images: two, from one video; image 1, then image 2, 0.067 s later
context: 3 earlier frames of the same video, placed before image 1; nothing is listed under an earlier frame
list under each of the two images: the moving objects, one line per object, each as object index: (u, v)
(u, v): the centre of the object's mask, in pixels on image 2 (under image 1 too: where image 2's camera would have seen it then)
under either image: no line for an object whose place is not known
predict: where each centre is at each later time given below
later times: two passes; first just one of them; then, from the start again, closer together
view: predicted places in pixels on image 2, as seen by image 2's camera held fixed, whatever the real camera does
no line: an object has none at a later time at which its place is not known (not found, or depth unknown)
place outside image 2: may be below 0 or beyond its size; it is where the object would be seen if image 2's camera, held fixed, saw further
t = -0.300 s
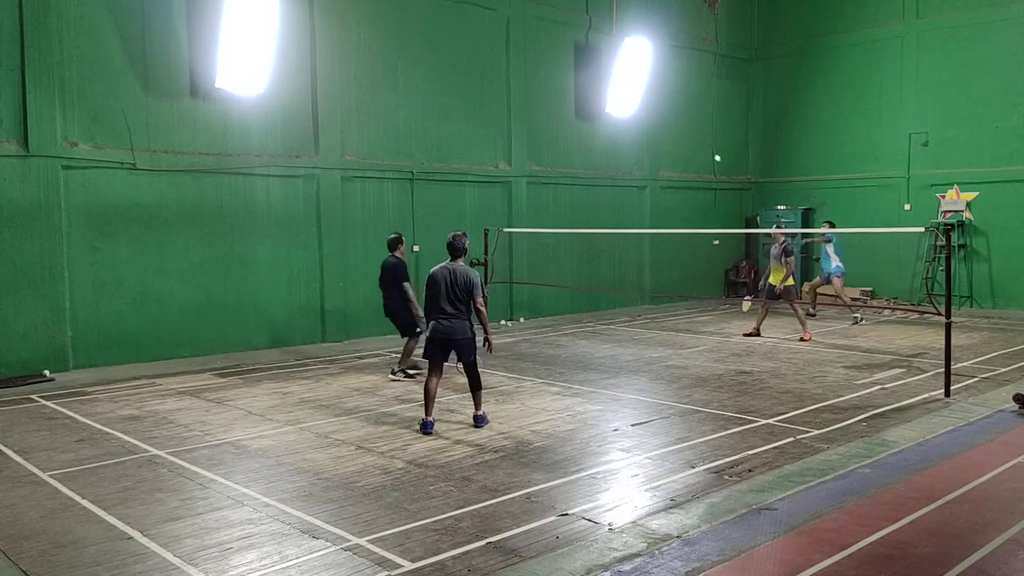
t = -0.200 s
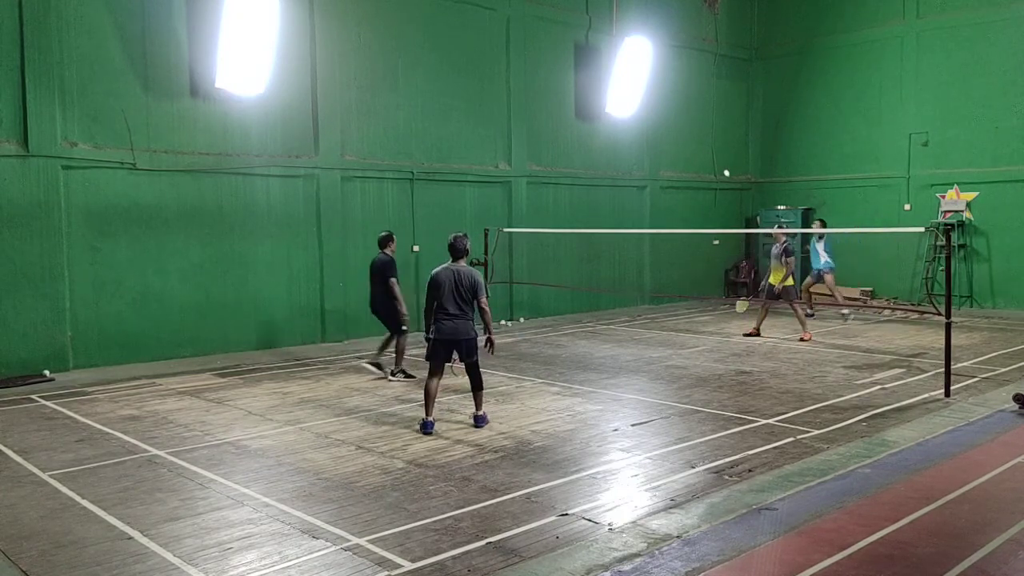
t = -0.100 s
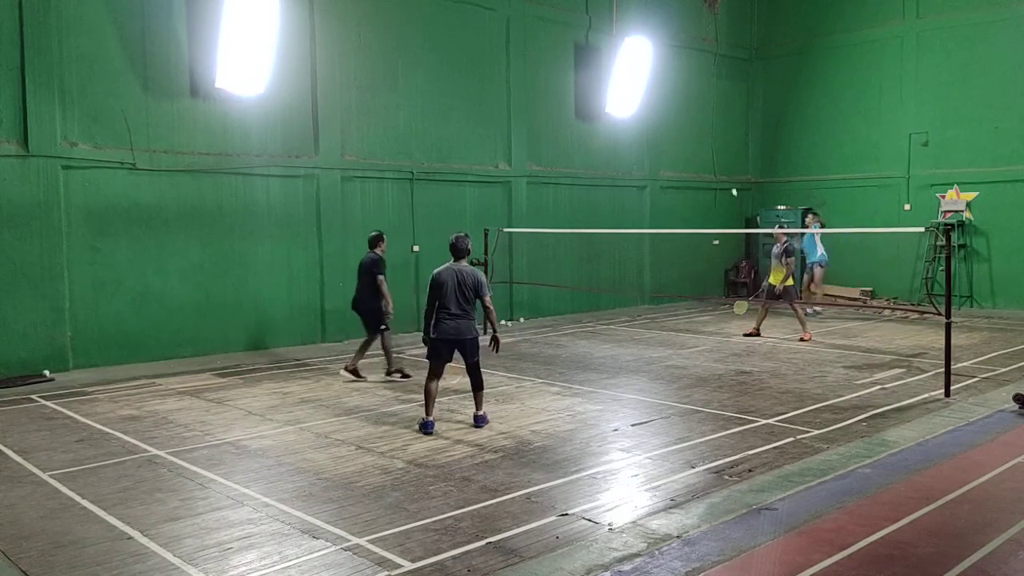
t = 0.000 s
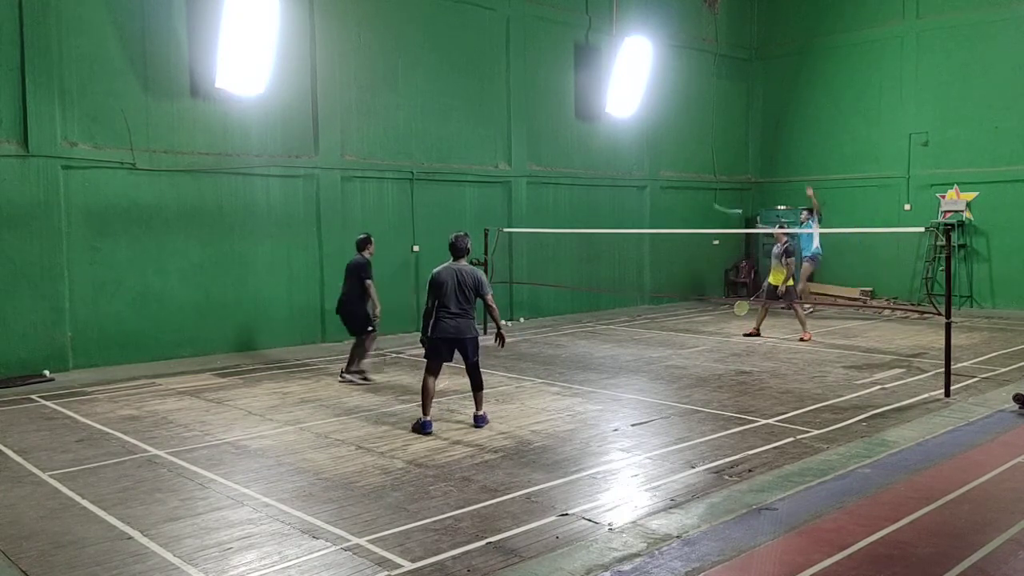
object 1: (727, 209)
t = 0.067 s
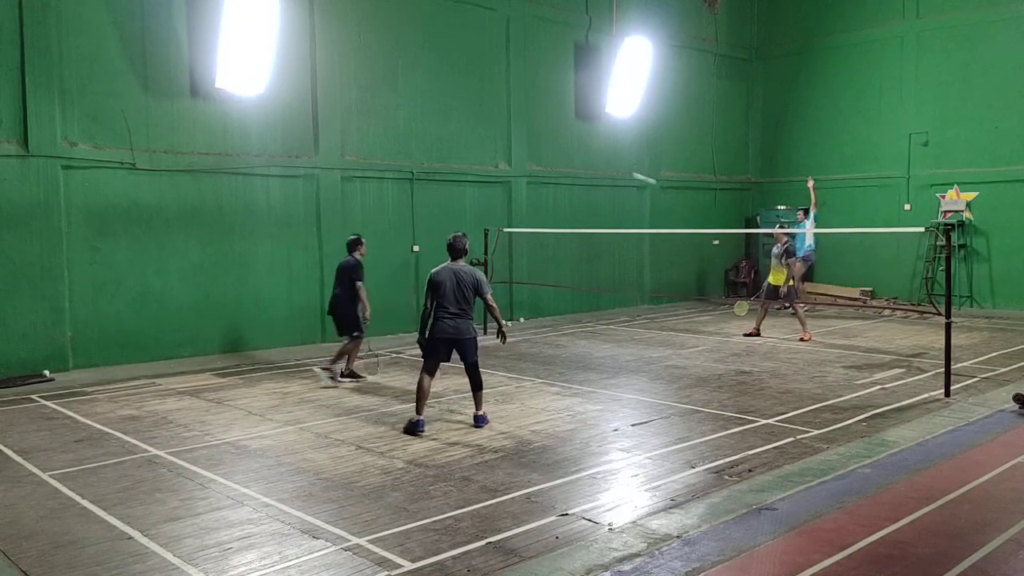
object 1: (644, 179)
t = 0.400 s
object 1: (378, 118)
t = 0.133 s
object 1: (577, 157)
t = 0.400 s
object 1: (378, 118)
